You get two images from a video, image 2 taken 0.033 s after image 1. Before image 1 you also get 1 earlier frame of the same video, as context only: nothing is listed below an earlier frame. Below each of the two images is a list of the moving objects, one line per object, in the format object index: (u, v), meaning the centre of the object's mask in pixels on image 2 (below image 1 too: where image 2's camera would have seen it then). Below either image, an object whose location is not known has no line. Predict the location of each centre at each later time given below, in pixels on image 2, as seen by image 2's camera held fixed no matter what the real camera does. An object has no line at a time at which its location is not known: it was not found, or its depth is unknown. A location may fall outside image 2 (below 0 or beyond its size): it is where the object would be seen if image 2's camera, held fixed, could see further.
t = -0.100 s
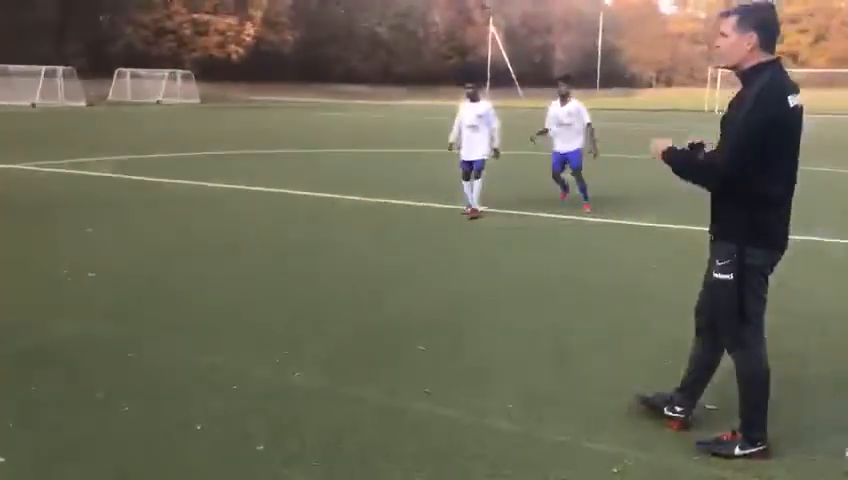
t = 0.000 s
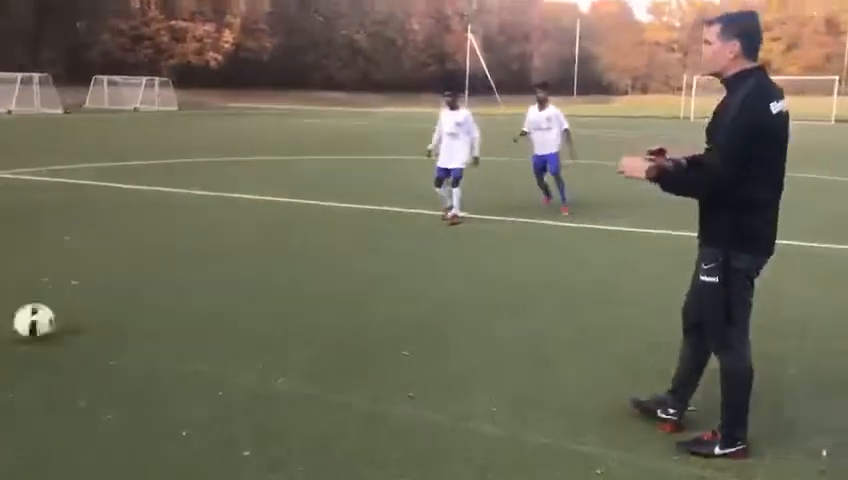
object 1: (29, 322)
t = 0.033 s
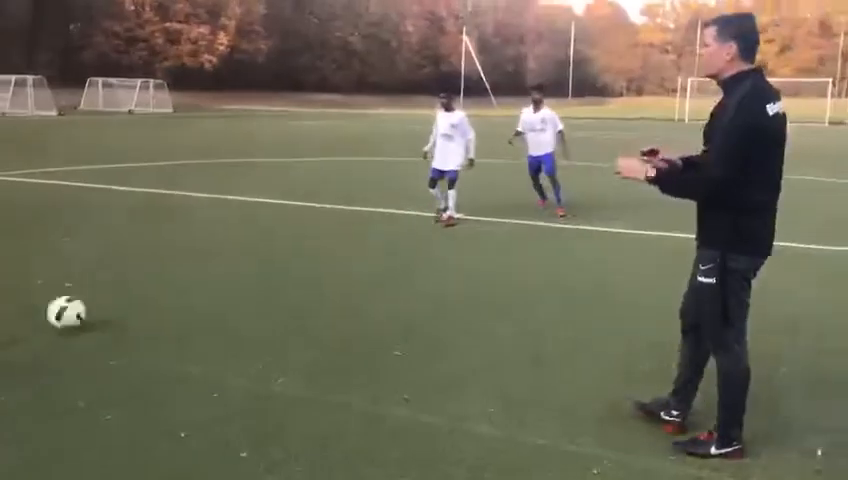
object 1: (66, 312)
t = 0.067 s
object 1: (99, 305)
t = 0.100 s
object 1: (127, 297)
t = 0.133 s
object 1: (153, 290)
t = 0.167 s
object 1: (177, 283)
